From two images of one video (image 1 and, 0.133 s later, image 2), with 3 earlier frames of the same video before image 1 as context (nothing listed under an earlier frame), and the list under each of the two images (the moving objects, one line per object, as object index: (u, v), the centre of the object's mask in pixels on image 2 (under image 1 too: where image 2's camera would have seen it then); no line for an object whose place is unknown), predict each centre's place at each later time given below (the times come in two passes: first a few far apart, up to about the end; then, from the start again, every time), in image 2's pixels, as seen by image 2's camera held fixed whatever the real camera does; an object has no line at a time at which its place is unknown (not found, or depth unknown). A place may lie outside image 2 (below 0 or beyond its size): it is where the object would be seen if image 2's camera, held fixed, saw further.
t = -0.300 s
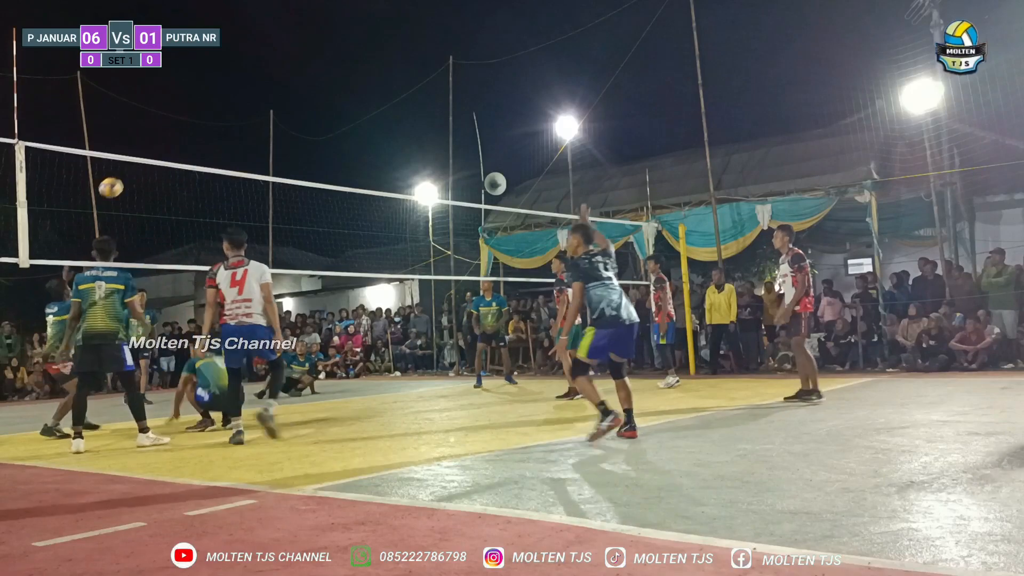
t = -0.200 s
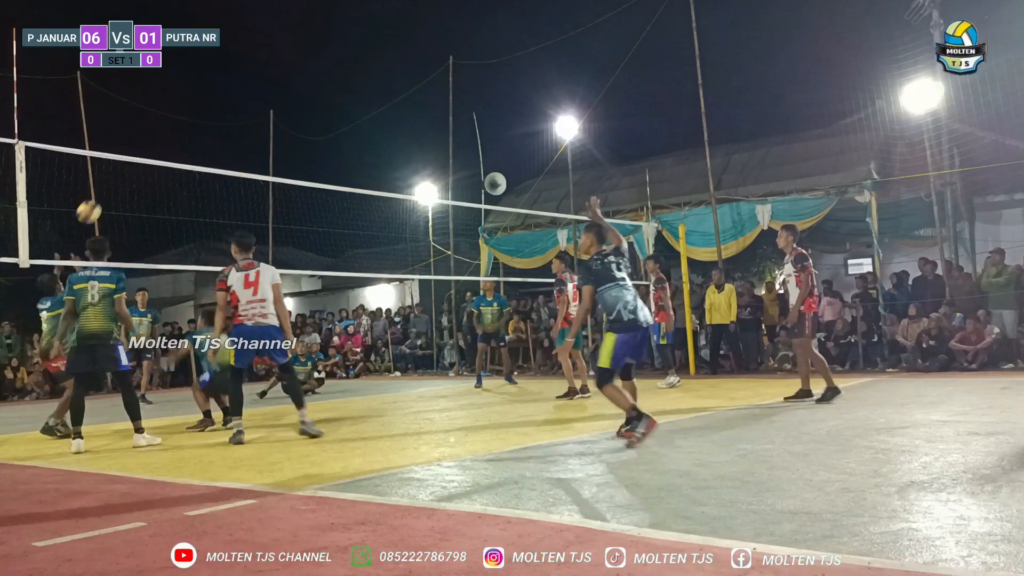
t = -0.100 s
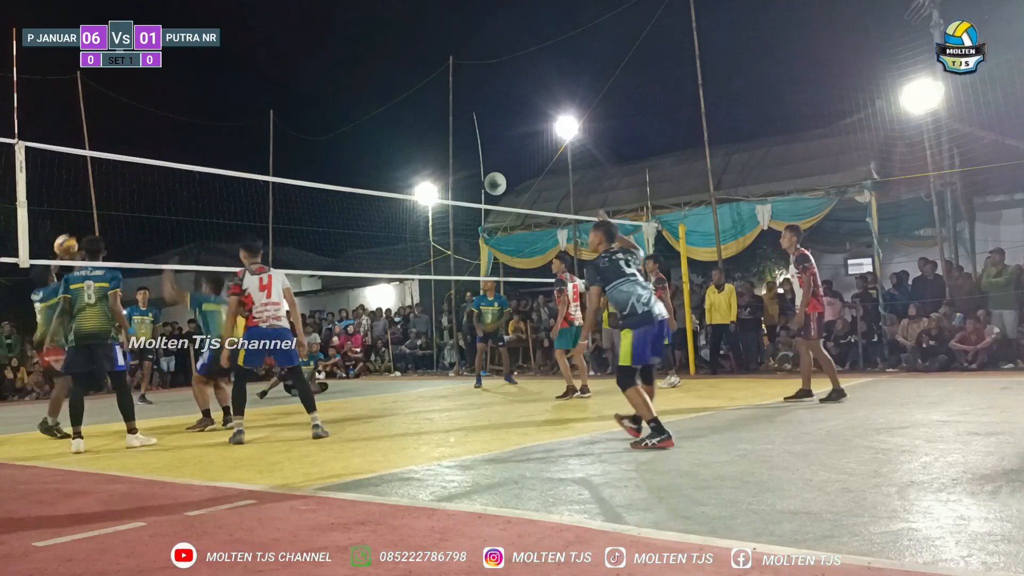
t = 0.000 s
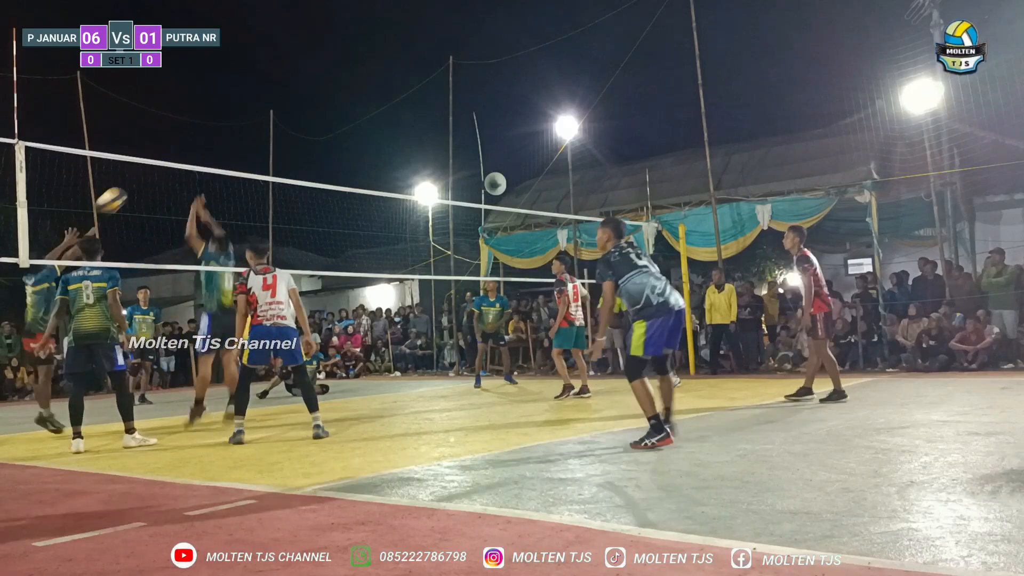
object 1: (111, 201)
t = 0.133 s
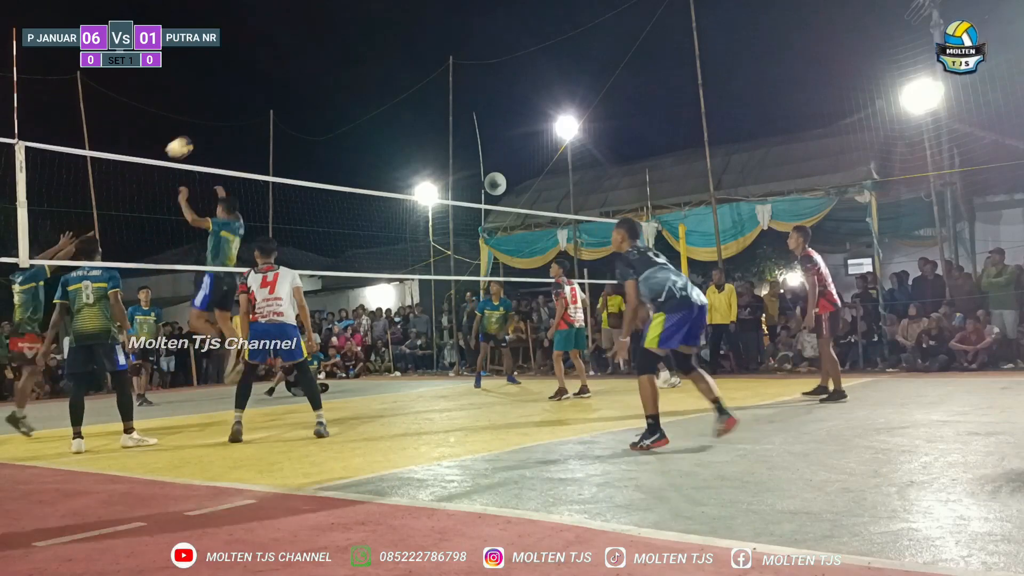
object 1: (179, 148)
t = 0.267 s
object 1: (242, 115)
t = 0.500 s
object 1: (337, 100)
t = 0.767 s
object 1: (431, 134)
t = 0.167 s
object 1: (196, 137)
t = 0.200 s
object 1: (211, 129)
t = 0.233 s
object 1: (226, 122)
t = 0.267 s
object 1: (242, 115)
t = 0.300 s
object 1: (256, 110)
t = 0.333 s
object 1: (270, 106)
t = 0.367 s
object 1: (285, 103)
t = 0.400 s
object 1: (298, 101)
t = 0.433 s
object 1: (312, 100)
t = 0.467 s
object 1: (325, 99)
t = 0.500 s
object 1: (337, 100)
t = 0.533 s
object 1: (350, 101)
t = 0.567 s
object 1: (362, 104)
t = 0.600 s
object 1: (375, 107)
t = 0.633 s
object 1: (387, 111)
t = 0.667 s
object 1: (397, 116)
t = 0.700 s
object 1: (409, 121)
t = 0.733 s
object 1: (421, 128)
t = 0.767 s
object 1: (431, 134)
